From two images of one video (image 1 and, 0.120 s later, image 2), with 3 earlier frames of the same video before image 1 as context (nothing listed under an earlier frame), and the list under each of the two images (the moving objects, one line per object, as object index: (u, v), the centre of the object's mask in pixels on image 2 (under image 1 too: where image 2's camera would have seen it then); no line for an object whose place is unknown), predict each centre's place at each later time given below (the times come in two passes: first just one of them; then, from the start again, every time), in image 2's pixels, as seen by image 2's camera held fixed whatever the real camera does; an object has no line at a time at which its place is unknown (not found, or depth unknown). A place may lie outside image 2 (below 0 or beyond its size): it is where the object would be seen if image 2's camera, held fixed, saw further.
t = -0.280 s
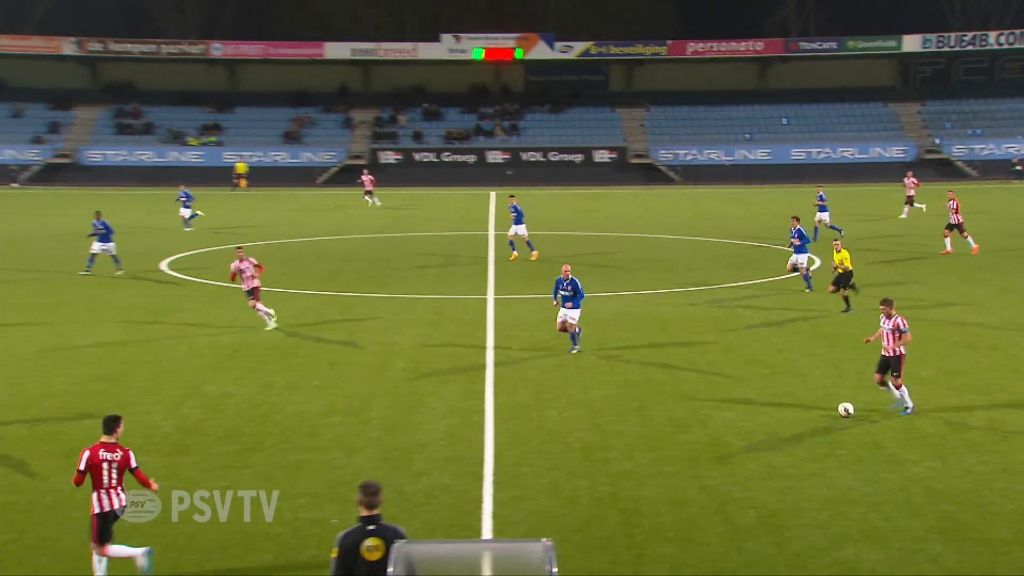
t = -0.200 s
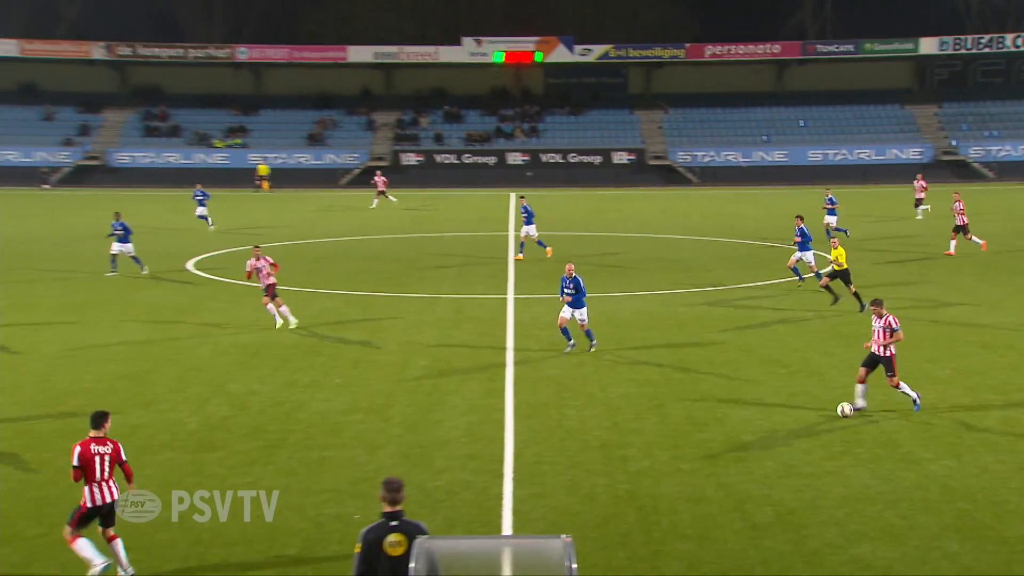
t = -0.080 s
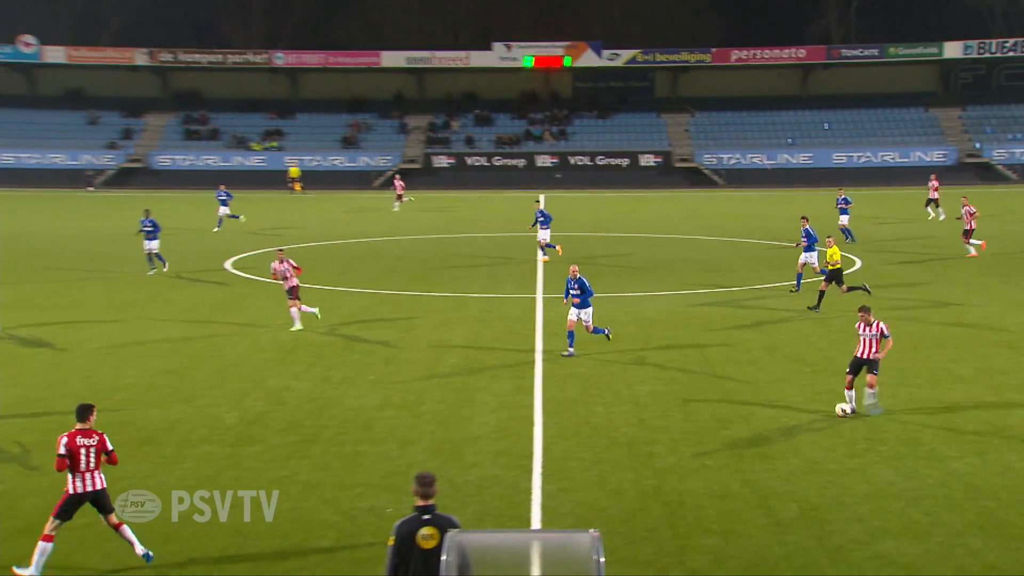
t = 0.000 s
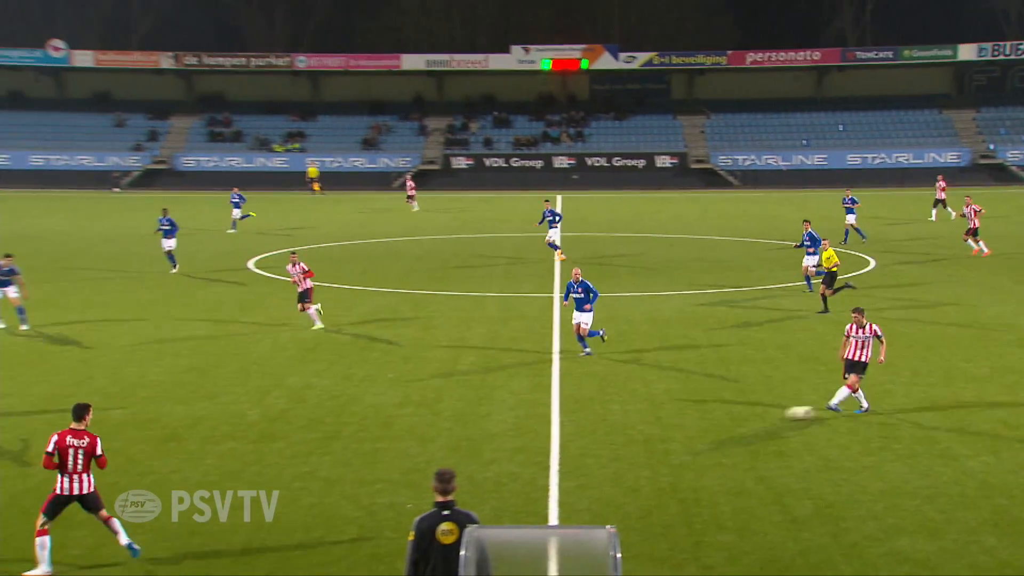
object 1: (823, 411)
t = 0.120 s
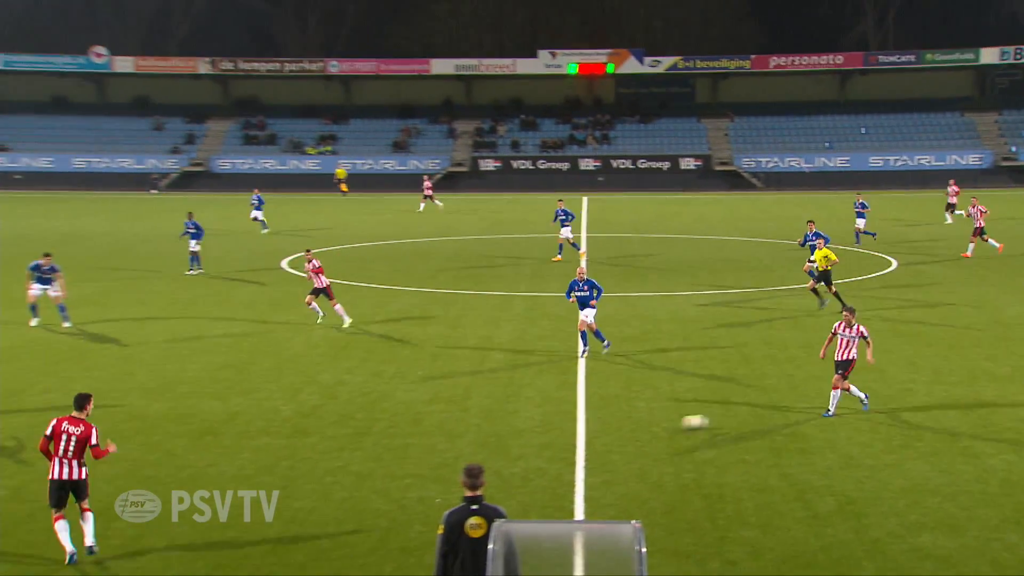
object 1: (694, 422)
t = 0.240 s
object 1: (565, 434)
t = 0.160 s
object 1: (652, 426)
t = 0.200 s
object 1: (609, 430)
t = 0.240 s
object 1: (565, 434)
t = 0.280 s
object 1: (526, 439)
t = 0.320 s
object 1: (484, 444)
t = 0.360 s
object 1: (442, 447)
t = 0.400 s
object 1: (400, 452)
